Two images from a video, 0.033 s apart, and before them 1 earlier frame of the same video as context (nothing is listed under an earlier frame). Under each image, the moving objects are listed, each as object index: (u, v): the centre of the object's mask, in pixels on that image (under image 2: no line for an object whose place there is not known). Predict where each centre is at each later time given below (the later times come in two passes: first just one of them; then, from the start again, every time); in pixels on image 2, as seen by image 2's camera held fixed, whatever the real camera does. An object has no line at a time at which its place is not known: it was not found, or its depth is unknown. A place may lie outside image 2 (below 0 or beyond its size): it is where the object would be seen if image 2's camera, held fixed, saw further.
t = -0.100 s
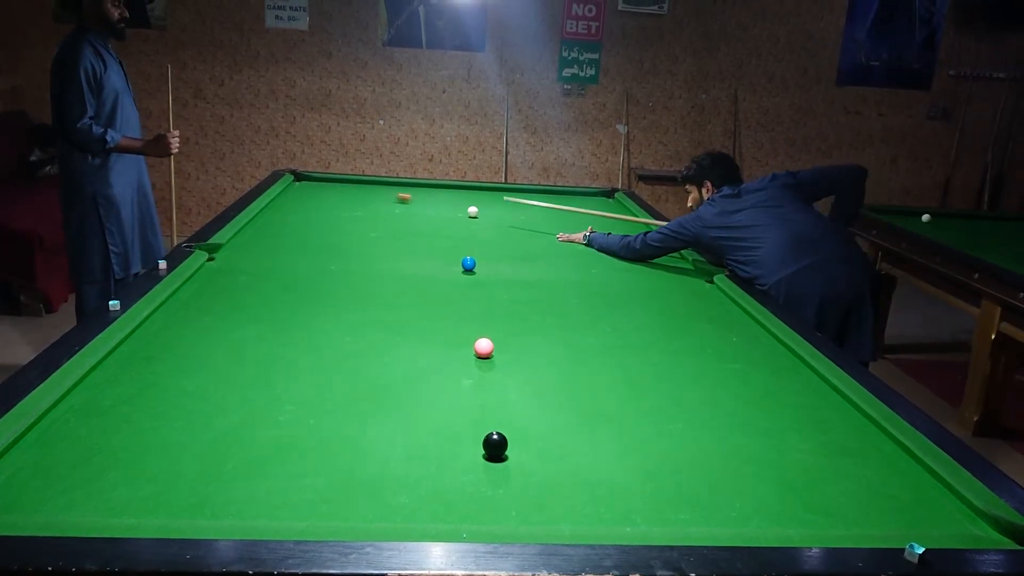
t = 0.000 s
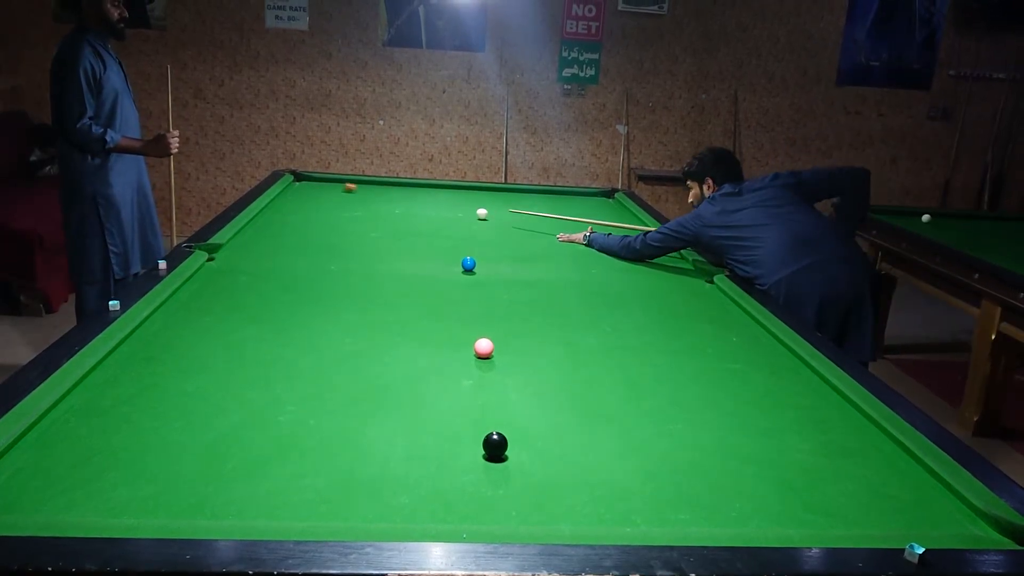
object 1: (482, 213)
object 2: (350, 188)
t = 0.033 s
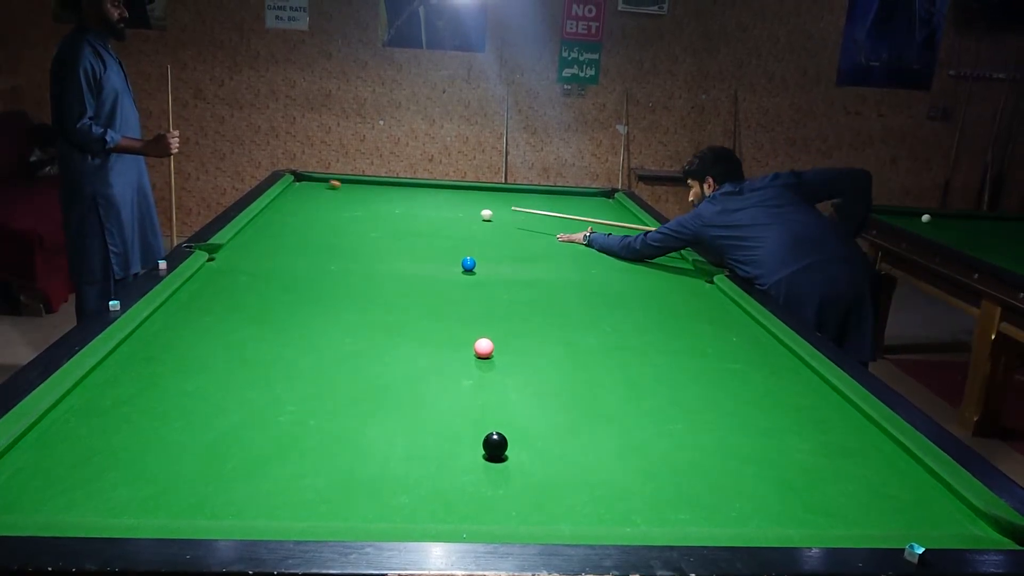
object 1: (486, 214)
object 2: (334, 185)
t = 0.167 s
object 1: (505, 218)
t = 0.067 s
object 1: (491, 215)
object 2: (318, 182)
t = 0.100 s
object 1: (495, 216)
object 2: (304, 179)
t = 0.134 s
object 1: (500, 217)
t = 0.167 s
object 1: (505, 218)
